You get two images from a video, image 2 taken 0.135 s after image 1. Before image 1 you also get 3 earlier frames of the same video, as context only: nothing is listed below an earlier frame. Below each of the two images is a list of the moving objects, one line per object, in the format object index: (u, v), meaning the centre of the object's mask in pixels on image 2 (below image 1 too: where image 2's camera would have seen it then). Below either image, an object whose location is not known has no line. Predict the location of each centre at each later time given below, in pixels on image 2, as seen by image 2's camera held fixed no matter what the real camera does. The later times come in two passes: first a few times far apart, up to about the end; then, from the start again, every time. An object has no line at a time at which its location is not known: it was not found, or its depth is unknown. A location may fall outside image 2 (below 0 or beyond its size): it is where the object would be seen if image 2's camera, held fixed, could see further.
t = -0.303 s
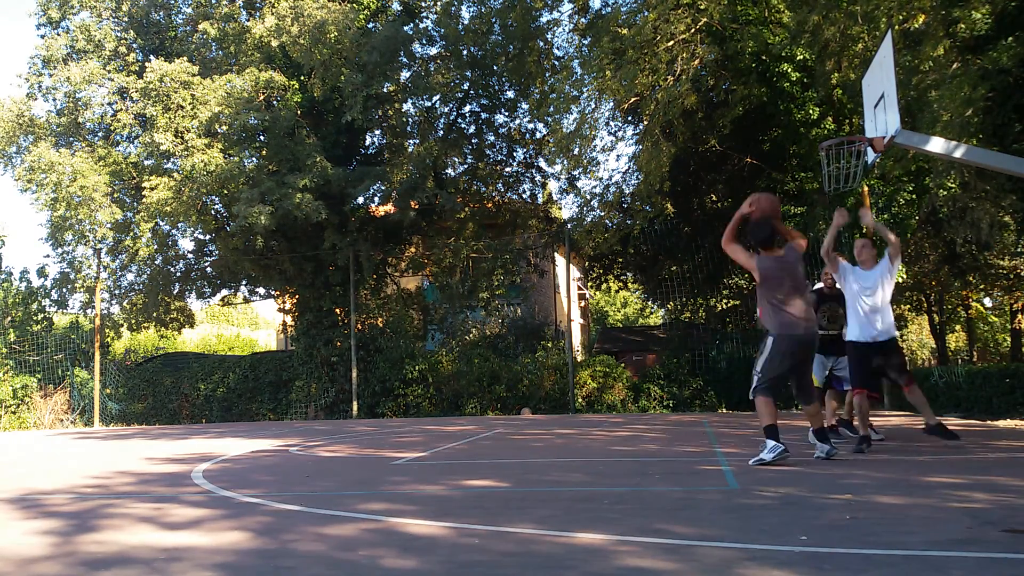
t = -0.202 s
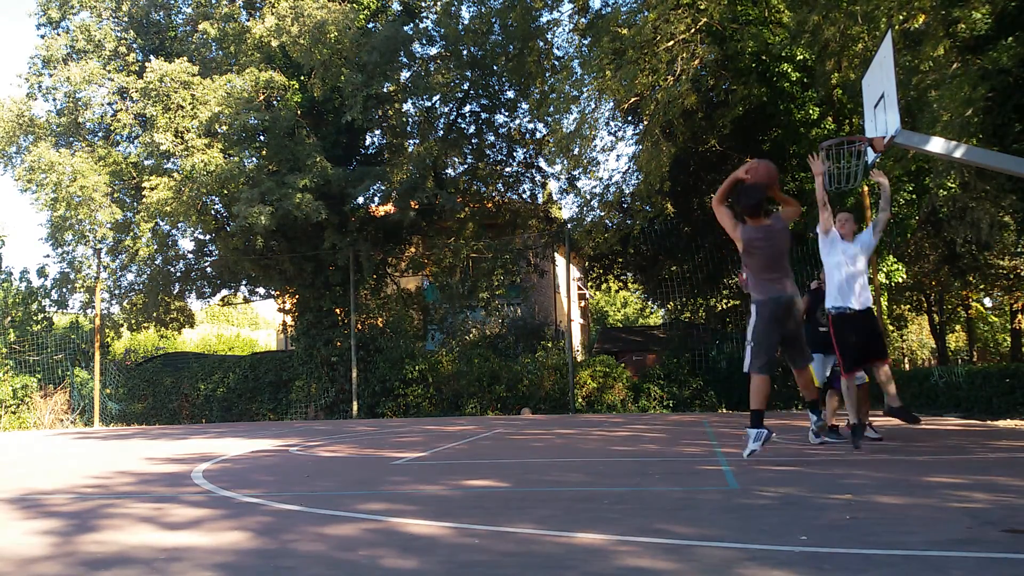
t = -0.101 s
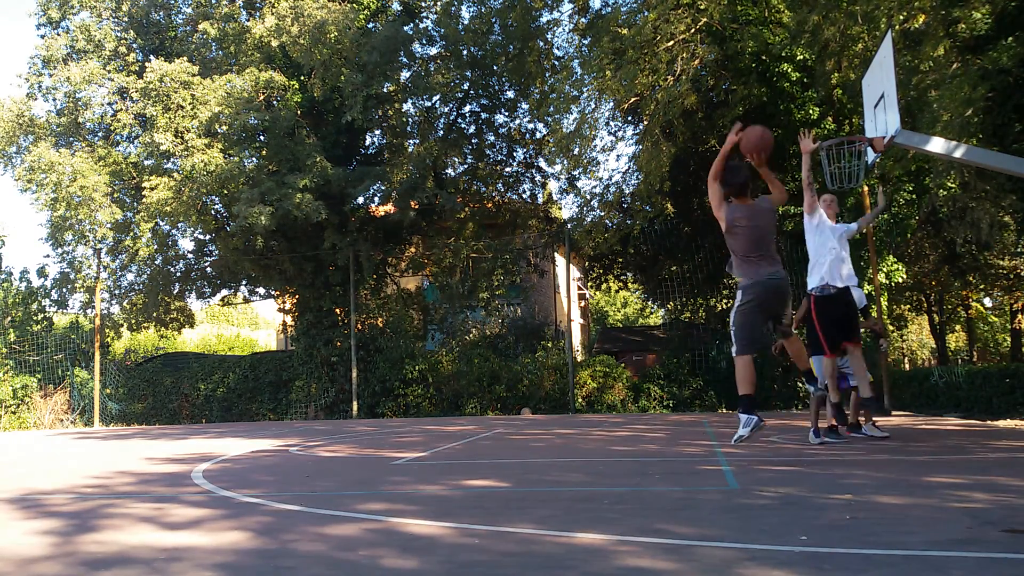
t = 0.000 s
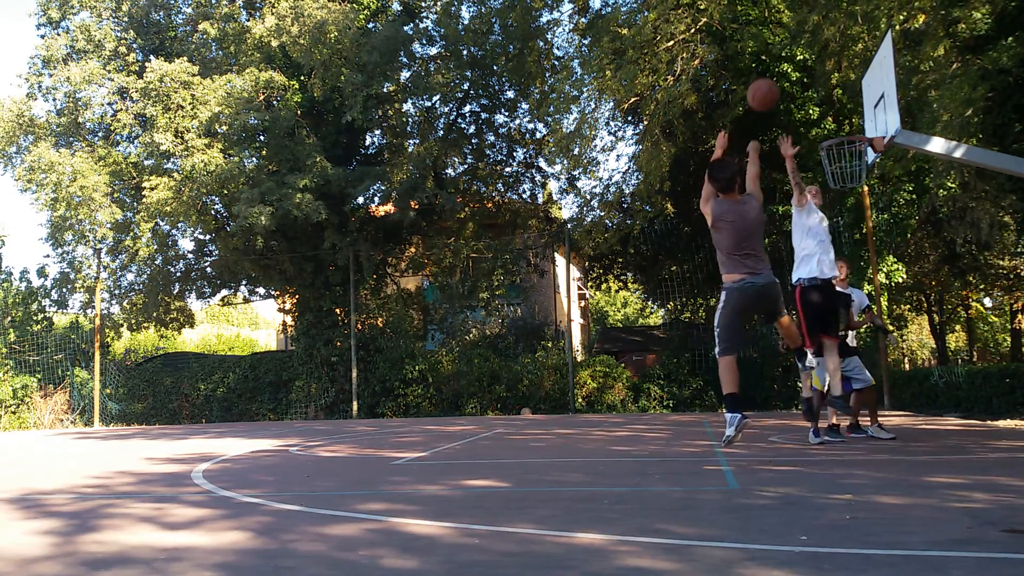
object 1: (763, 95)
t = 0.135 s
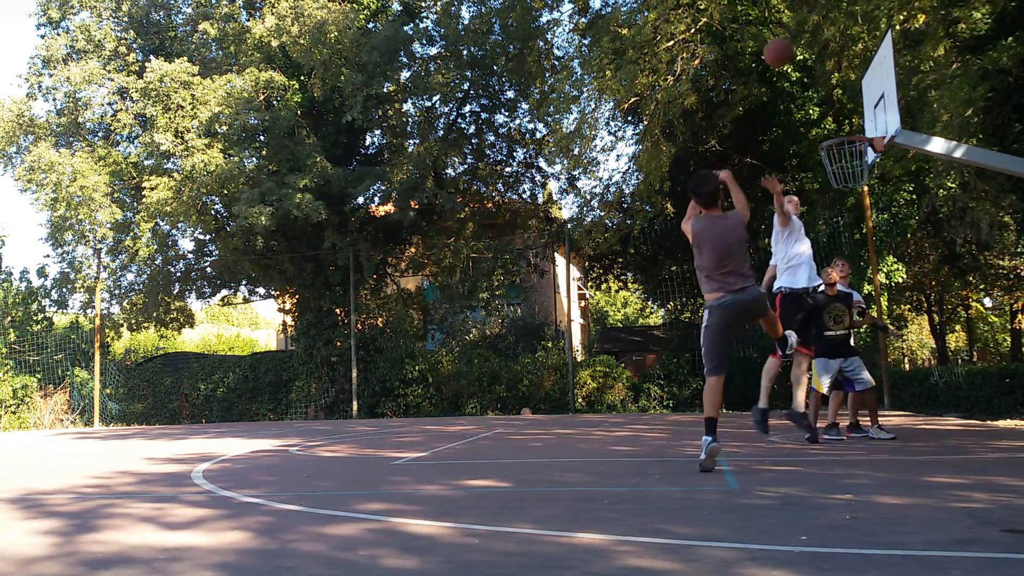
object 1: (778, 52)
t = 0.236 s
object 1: (788, 37)
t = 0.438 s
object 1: (810, 39)
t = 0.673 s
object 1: (835, 94)
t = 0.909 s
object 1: (832, 155)
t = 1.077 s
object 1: (852, 187)
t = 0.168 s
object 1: (782, 47)
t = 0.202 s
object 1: (785, 40)
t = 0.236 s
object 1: (788, 37)
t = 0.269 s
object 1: (792, 34)
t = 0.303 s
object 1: (796, 32)
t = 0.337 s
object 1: (799, 33)
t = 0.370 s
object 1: (804, 34)
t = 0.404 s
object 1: (807, 36)
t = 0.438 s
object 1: (810, 39)
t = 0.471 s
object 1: (814, 45)
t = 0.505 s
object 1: (817, 49)
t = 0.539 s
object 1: (821, 56)
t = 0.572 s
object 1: (824, 64)
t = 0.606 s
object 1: (828, 73)
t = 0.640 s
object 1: (831, 83)
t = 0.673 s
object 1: (835, 94)
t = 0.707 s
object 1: (838, 105)
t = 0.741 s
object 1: (841, 116)
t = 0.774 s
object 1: (845, 128)
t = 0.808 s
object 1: (847, 142)
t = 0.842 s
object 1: (840, 146)
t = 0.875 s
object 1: (832, 152)
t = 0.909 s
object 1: (832, 155)
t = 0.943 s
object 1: (839, 160)
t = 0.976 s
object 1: (843, 168)
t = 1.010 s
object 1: (845, 175)
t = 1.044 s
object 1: (848, 179)
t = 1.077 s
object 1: (852, 187)
